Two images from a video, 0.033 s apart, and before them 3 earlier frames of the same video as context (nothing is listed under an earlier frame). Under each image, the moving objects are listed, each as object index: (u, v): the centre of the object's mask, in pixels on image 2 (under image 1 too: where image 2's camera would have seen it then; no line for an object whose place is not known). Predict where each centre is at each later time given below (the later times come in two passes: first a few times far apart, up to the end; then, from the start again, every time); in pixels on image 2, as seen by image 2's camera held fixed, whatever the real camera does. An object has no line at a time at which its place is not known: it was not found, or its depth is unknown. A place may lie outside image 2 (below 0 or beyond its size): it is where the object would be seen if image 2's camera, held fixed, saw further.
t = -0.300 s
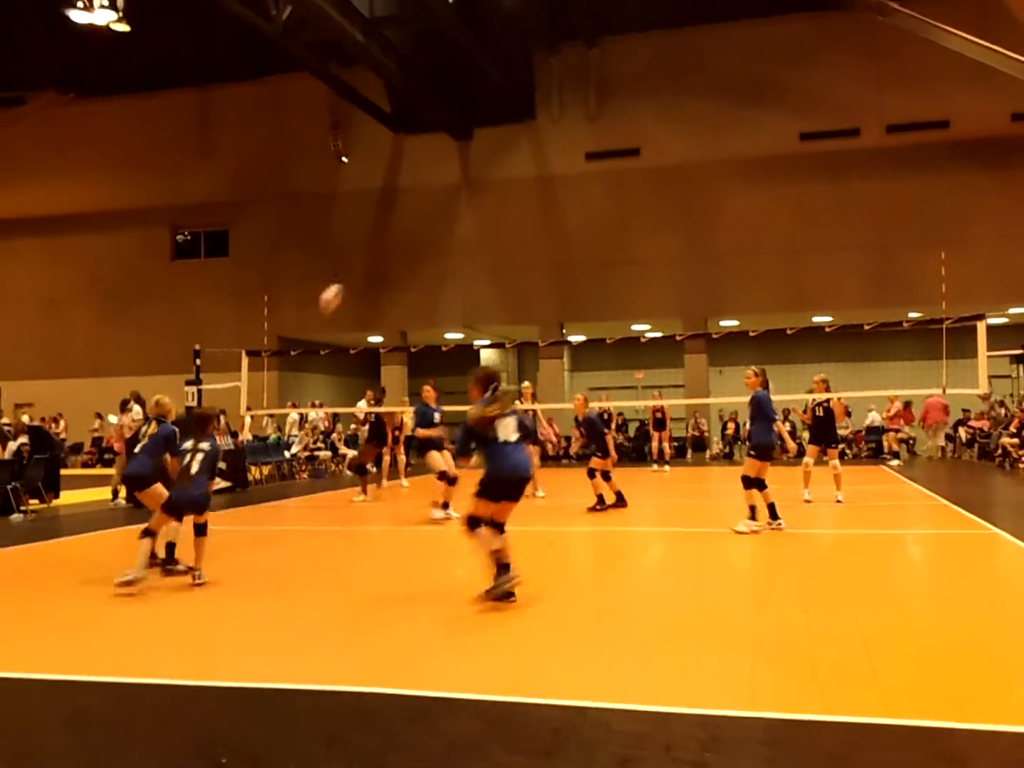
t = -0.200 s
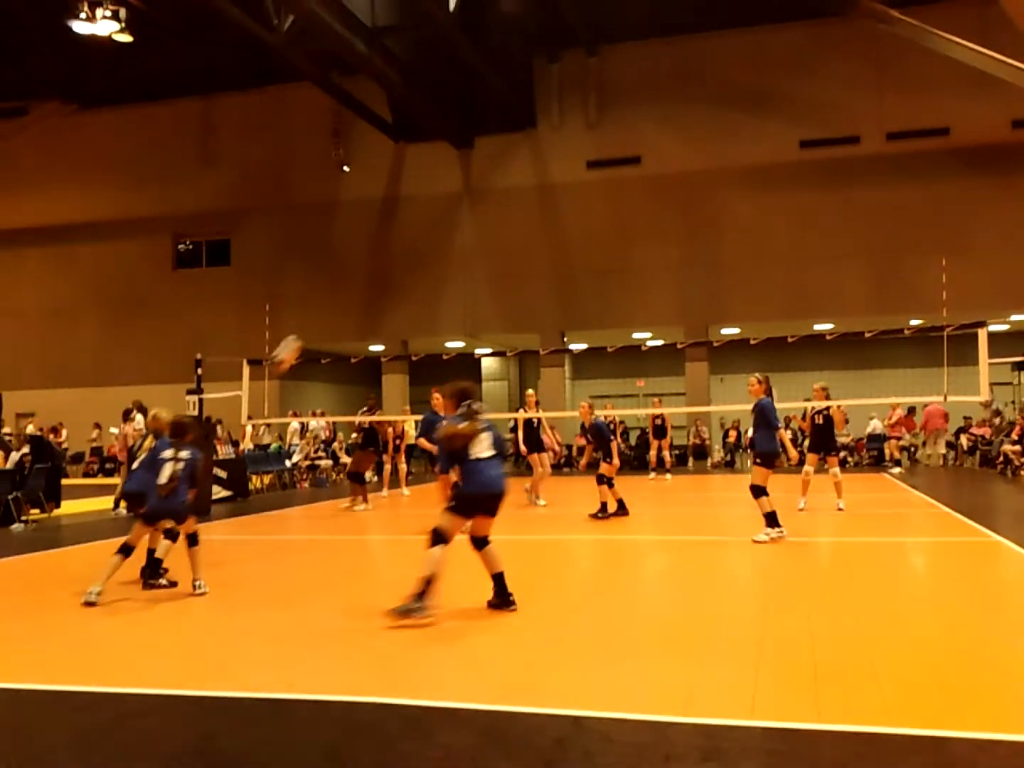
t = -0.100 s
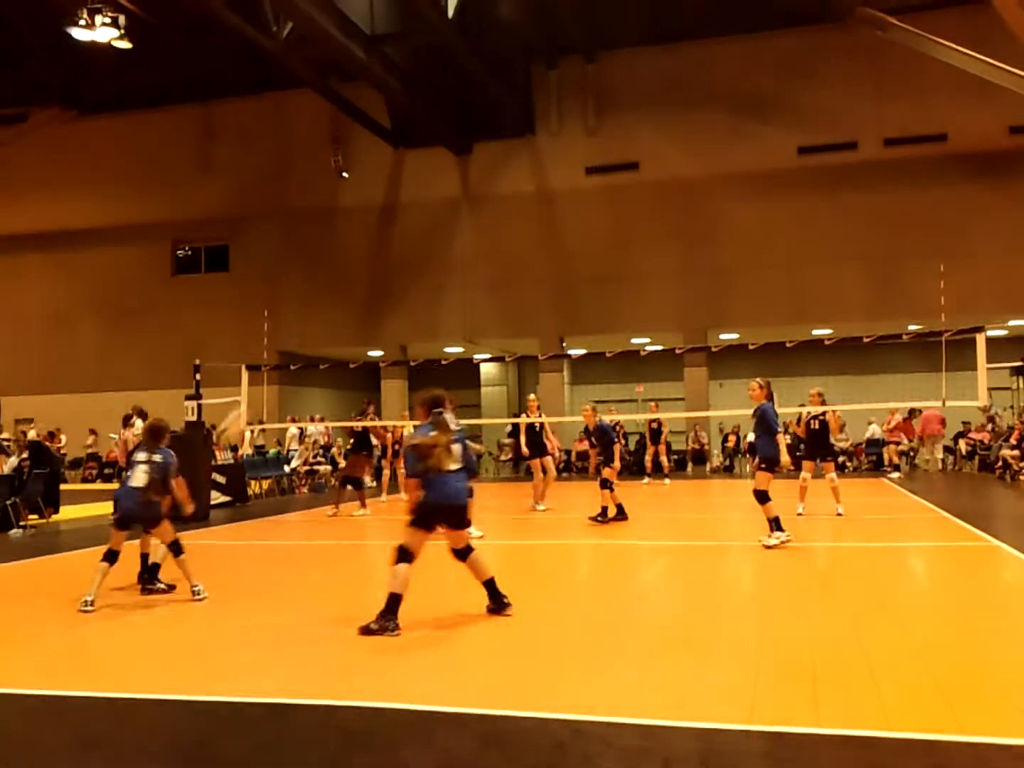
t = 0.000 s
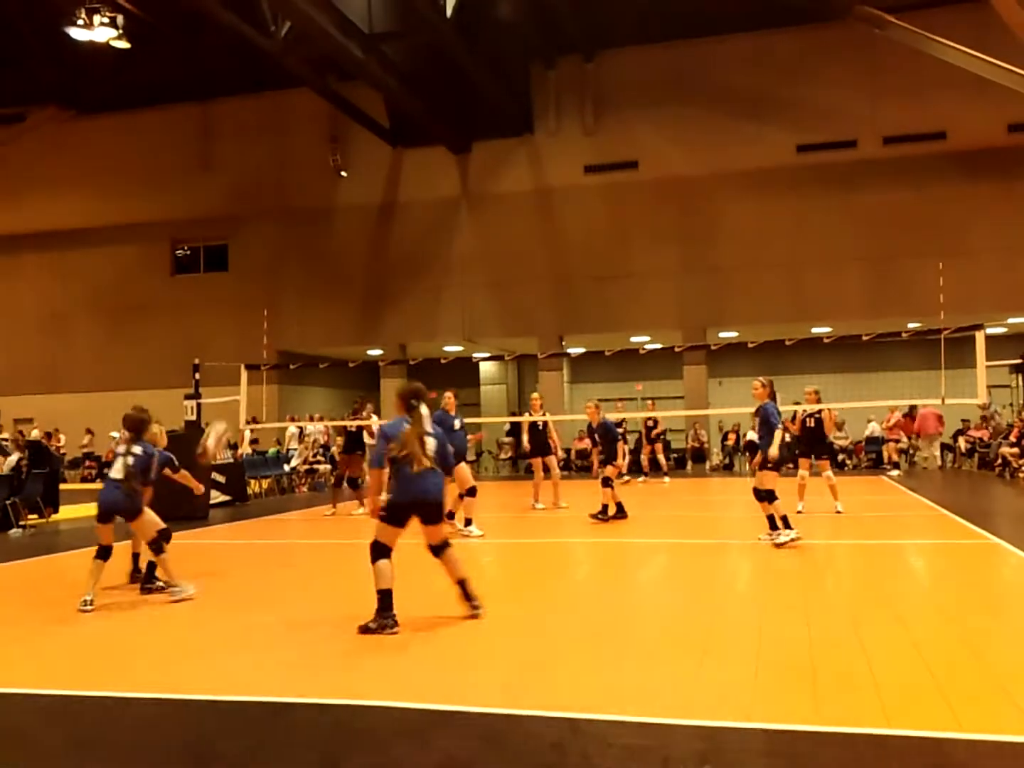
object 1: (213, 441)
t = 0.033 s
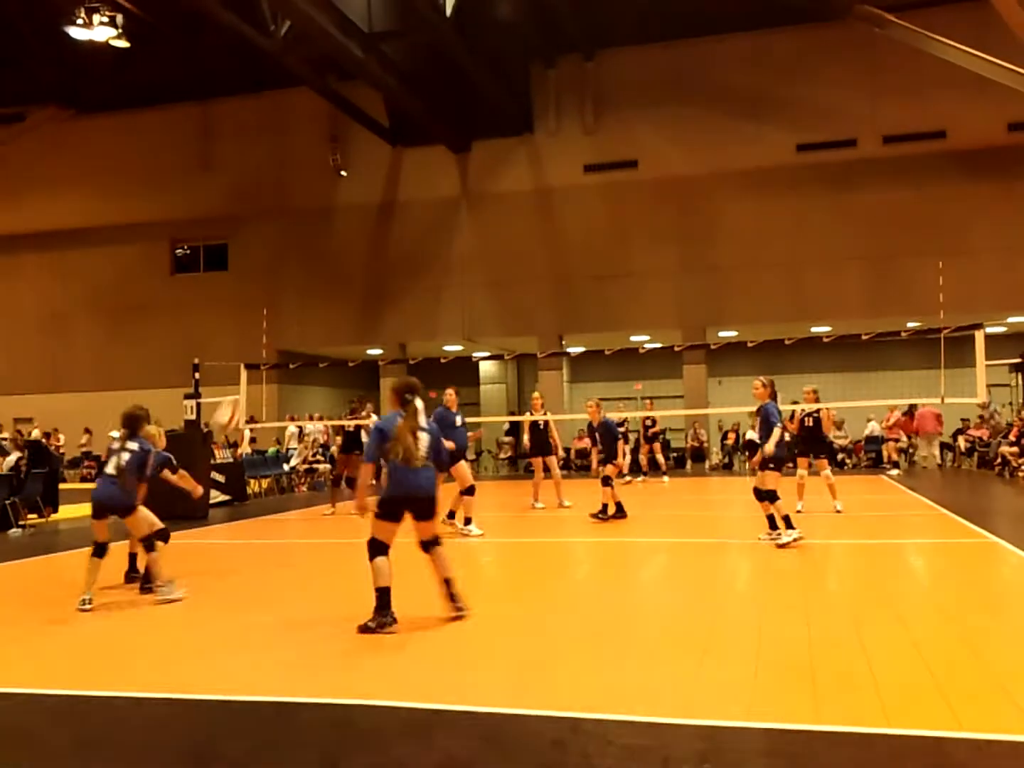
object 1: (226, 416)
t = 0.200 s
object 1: (293, 315)
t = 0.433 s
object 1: (379, 234)
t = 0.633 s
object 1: (447, 215)
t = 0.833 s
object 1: (512, 236)
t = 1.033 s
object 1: (574, 295)
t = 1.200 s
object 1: (624, 373)
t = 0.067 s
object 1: (243, 391)
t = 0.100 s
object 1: (257, 368)
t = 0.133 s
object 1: (267, 352)
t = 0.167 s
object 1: (280, 333)
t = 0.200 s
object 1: (293, 315)
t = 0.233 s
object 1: (306, 301)
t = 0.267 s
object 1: (319, 286)
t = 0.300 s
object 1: (331, 273)
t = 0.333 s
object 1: (343, 261)
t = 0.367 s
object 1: (354, 251)
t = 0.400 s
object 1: (367, 243)
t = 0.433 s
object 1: (379, 234)
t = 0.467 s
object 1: (391, 229)
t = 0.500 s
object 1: (402, 223)
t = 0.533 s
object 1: (413, 219)
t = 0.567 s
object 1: (425, 217)
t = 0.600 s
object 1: (436, 215)
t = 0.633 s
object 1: (447, 215)
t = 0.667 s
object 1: (458, 215)
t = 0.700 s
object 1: (468, 217)
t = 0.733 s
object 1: (480, 221)
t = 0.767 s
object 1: (491, 224)
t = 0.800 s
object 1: (502, 230)
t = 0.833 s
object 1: (512, 236)
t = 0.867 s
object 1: (522, 243)
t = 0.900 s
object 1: (534, 252)
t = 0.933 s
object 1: (544, 261)
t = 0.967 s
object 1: (553, 271)
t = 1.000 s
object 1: (564, 282)
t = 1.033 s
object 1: (574, 295)
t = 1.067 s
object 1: (585, 309)
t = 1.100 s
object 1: (595, 324)
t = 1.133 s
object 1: (605, 340)
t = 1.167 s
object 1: (614, 356)
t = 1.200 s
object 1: (624, 373)
